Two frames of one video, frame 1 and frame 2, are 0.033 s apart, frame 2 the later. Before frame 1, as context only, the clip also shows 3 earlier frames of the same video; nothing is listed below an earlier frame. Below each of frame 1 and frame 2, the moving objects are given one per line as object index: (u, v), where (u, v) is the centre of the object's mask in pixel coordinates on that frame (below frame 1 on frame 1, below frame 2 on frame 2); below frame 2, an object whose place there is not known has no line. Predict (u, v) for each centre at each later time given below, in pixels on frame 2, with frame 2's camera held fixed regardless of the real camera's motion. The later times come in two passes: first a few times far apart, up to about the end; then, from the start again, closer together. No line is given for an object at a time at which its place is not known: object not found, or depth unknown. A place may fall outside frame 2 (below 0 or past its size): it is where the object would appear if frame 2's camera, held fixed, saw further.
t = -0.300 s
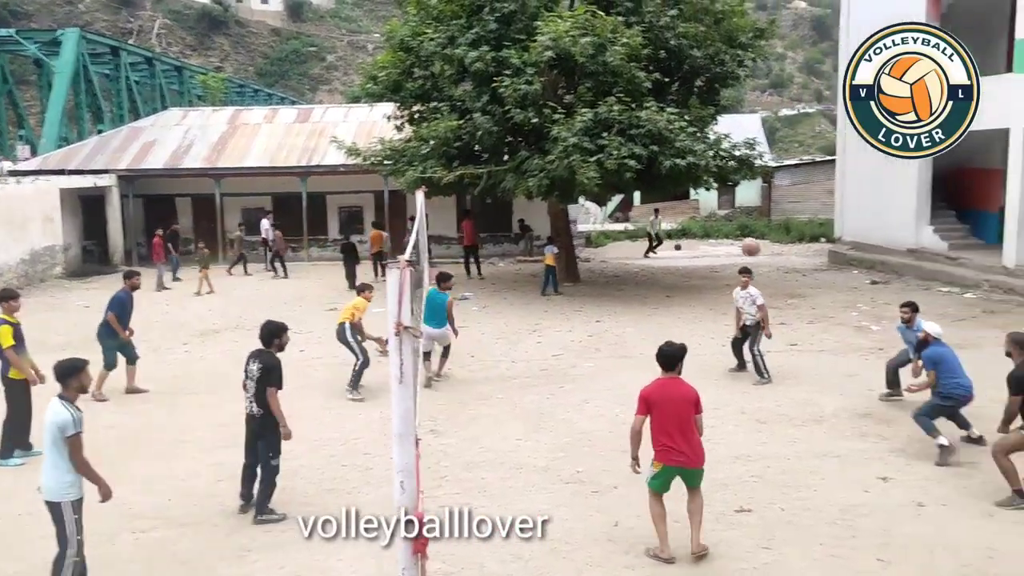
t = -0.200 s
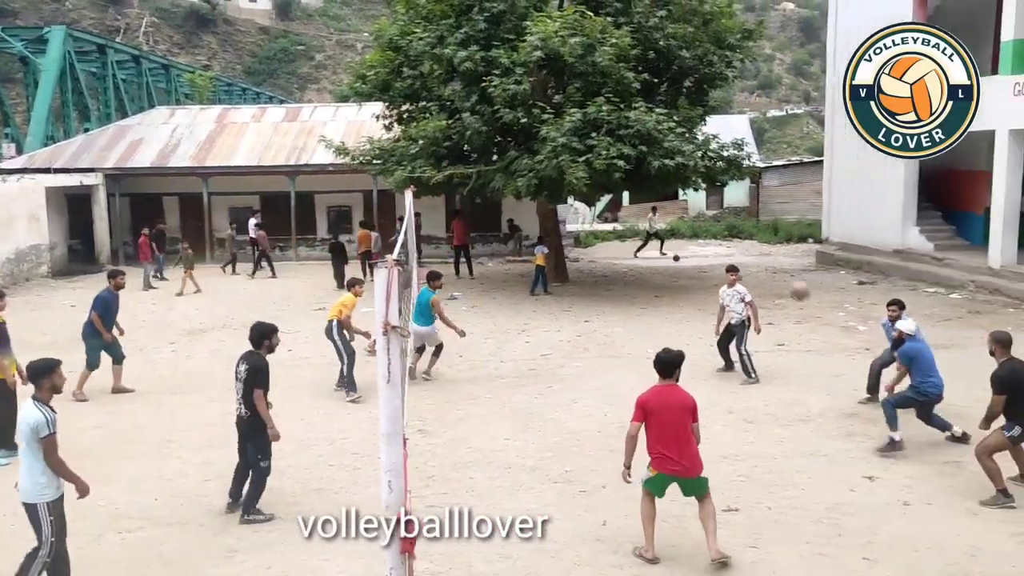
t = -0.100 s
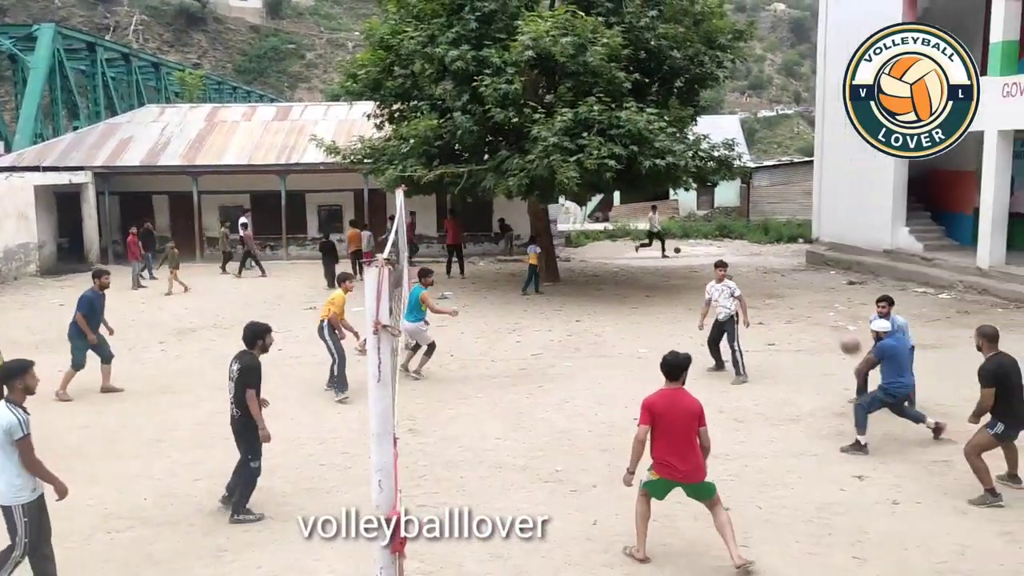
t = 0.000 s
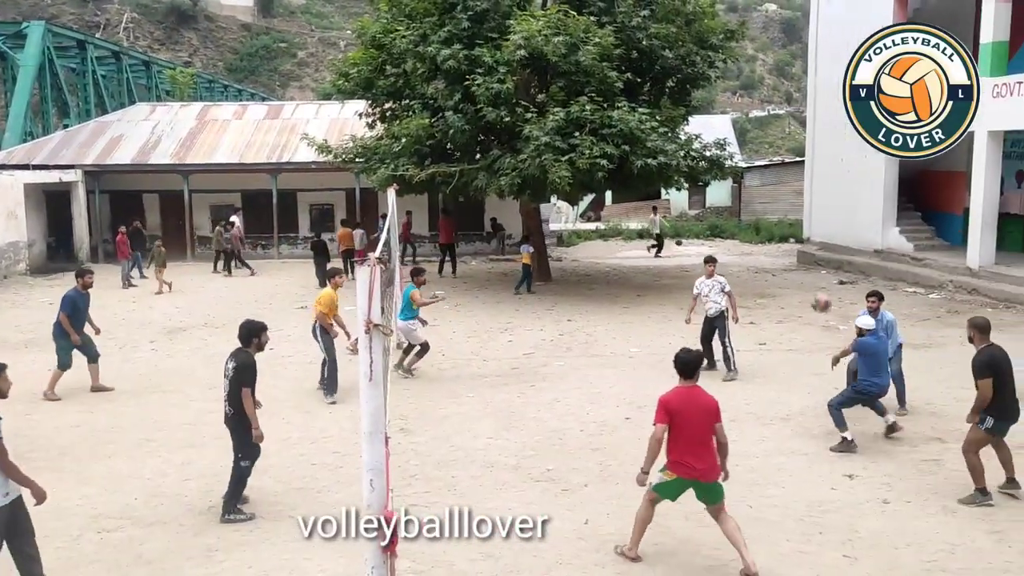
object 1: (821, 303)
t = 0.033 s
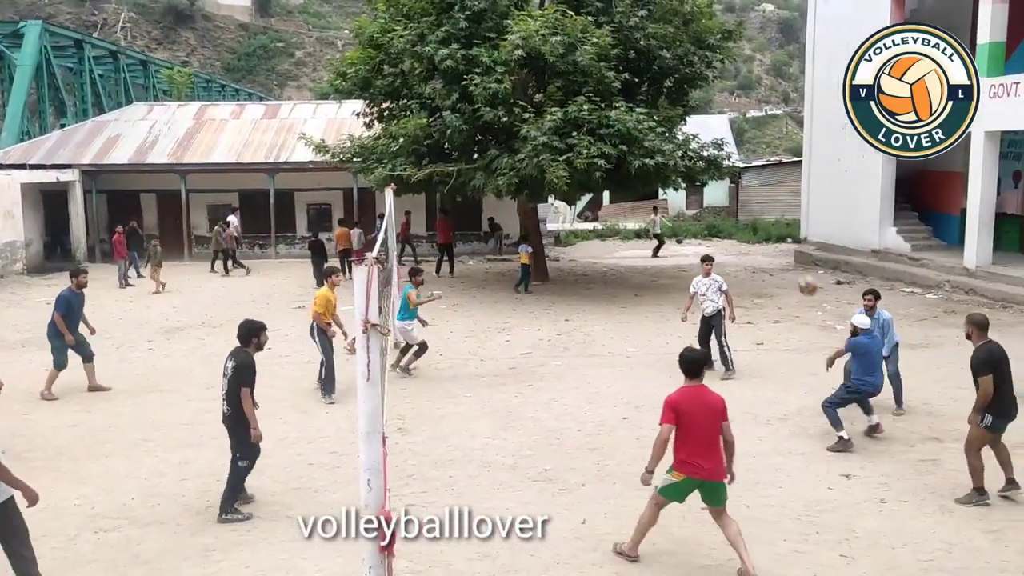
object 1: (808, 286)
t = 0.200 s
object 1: (754, 214)
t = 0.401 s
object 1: (691, 164)
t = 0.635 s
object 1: (617, 152)
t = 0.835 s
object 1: (555, 180)
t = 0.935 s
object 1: (525, 209)
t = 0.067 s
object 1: (797, 269)
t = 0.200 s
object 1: (754, 214)
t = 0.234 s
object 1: (744, 203)
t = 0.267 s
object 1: (733, 194)
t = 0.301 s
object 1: (723, 184)
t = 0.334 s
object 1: (712, 176)
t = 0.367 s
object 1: (702, 171)
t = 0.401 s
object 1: (691, 164)
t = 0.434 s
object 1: (680, 159)
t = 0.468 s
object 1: (671, 155)
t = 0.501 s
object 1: (660, 152)
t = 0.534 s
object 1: (648, 150)
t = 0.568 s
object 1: (637, 150)
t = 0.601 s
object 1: (627, 150)
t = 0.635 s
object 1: (617, 152)
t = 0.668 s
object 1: (606, 154)
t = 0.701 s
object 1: (596, 157)
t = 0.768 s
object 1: (576, 167)
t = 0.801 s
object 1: (565, 173)
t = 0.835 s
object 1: (555, 180)
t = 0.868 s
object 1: (544, 189)
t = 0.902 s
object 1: (534, 198)
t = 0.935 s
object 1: (525, 209)
